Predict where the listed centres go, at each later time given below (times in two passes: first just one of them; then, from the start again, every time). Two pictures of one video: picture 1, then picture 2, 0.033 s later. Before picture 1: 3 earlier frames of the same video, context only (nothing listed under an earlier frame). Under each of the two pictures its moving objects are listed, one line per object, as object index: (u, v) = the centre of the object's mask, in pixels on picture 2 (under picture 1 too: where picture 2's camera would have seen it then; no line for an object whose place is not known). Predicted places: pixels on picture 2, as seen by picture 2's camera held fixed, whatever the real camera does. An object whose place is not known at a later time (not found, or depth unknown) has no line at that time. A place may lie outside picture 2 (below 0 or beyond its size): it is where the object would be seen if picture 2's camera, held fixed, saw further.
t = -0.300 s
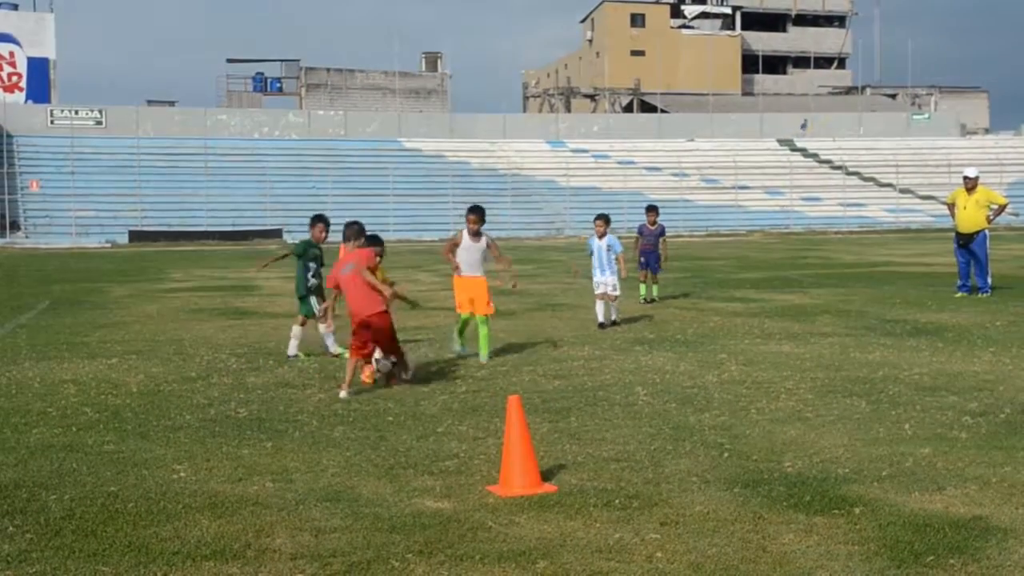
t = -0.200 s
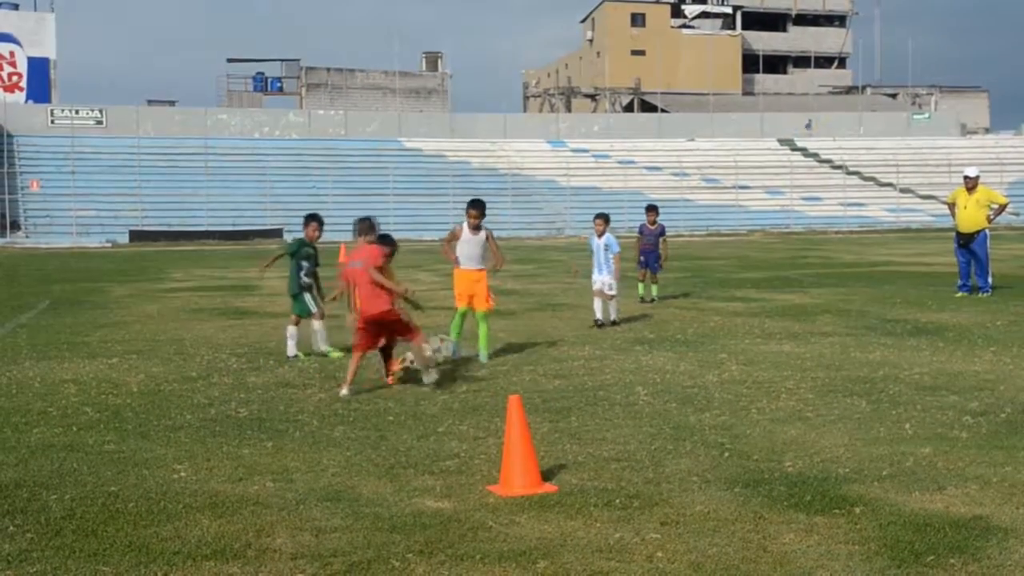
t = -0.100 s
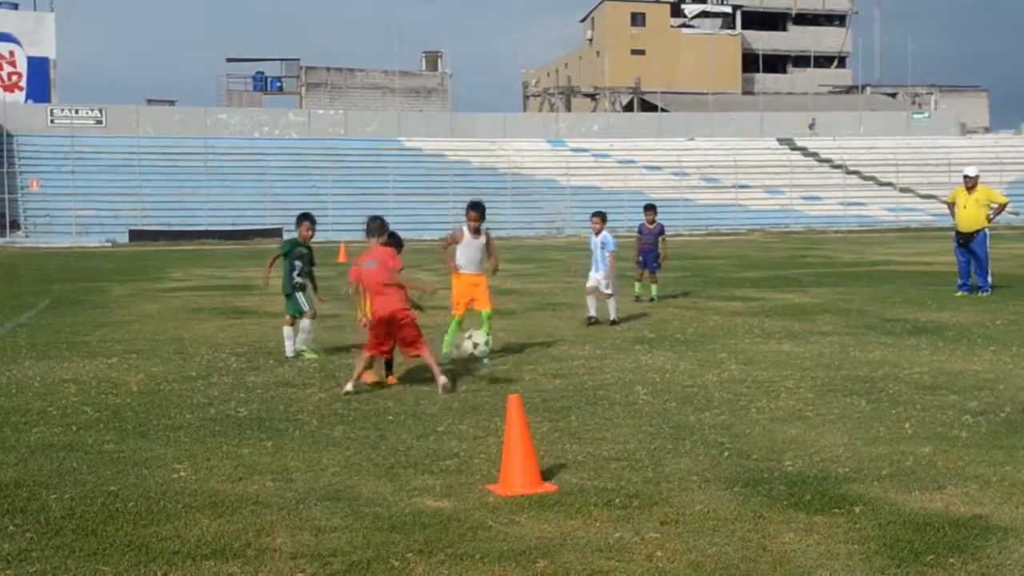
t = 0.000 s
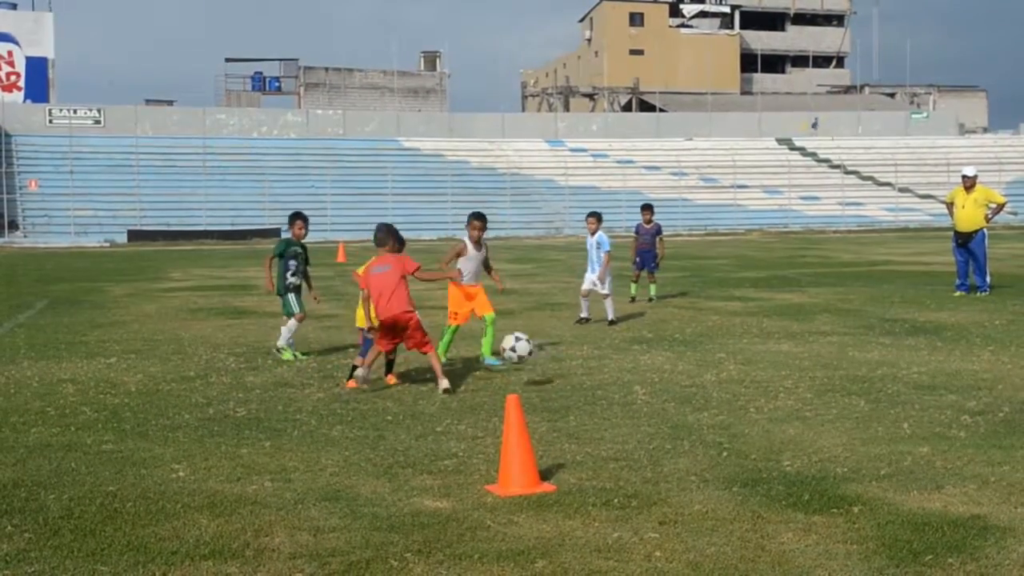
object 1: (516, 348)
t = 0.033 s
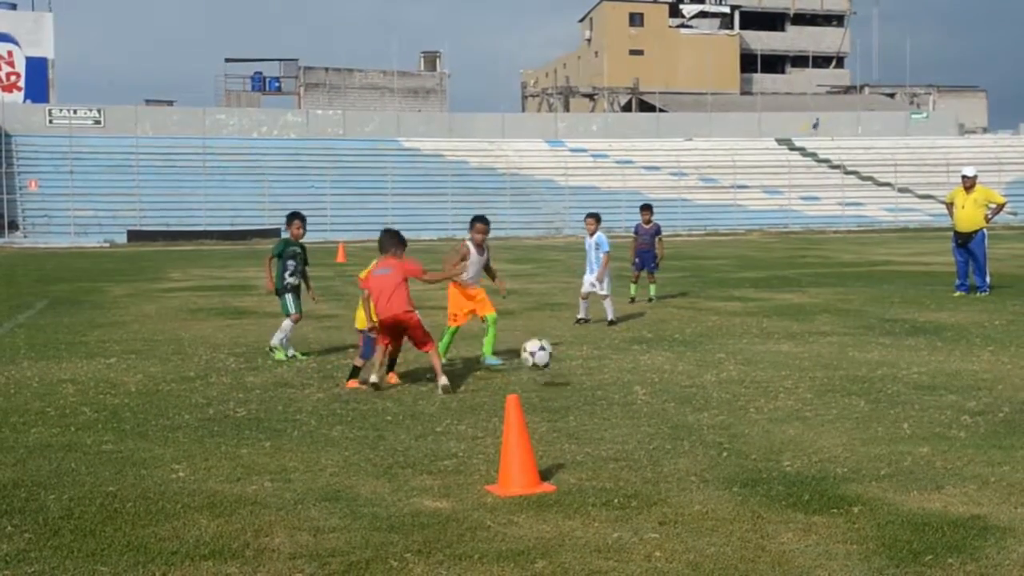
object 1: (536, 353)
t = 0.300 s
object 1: (637, 366)
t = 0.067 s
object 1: (557, 361)
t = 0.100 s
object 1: (566, 365)
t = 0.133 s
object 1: (581, 374)
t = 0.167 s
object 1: (598, 380)
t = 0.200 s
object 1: (611, 374)
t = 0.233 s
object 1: (622, 371)
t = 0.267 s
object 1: (630, 368)
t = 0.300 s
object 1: (637, 366)
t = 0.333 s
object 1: (648, 365)
